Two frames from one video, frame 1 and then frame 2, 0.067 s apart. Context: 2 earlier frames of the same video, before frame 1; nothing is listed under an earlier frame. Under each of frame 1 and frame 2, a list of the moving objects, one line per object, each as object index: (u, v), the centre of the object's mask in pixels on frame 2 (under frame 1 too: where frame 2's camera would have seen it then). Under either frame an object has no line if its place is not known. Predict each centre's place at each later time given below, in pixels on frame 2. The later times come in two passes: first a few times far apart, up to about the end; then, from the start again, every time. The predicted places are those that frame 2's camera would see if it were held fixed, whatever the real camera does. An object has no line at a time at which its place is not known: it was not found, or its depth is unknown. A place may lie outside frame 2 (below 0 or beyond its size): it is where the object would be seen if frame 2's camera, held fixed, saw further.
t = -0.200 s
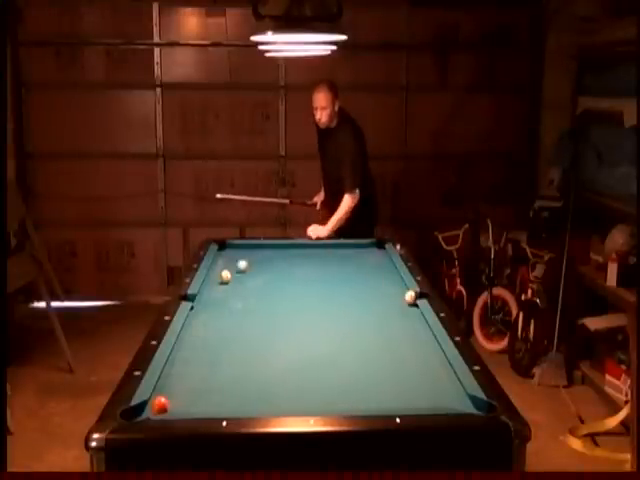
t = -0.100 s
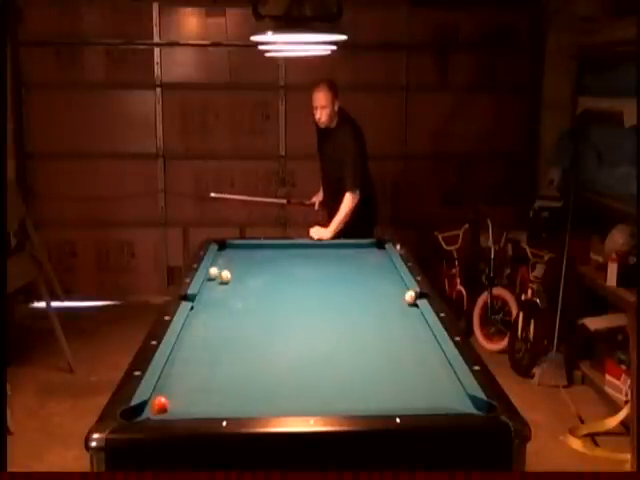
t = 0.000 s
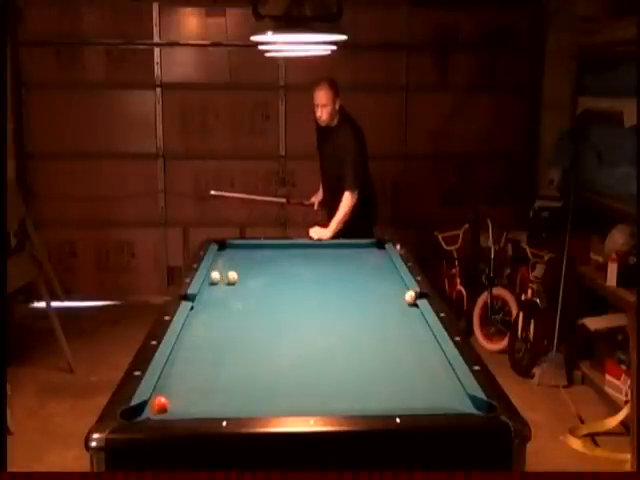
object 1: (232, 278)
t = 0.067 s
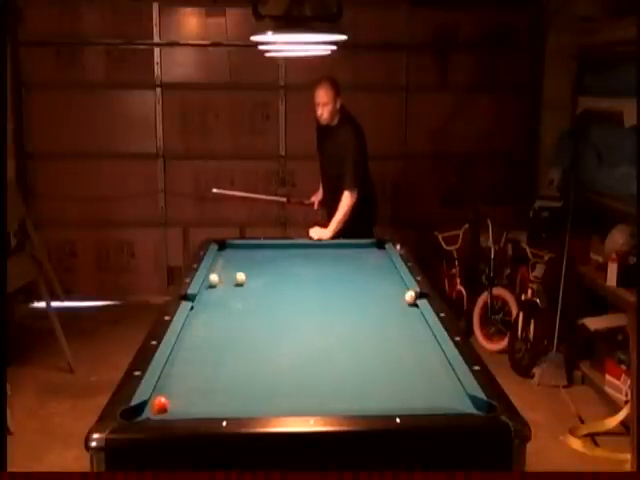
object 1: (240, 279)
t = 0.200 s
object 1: (255, 281)
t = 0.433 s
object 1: (281, 284)
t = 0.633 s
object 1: (304, 287)
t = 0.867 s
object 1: (330, 290)
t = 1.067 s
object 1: (353, 293)
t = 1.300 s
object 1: (378, 296)
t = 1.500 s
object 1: (399, 298)
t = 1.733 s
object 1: (406, 302)
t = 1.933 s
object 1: (411, 304)
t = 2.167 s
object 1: (410, 306)
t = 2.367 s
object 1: (409, 307)
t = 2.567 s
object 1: (408, 309)
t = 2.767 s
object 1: (407, 310)
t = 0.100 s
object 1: (244, 280)
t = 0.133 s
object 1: (248, 280)
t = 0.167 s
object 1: (251, 281)
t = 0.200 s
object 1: (255, 281)
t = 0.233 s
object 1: (259, 282)
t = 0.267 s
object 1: (262, 282)
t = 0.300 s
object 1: (266, 283)
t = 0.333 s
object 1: (270, 283)
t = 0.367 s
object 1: (274, 283)
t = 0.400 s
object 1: (277, 284)
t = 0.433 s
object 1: (281, 284)
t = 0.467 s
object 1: (285, 285)
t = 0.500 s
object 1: (289, 285)
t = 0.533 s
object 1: (293, 286)
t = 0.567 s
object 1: (297, 286)
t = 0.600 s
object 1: (300, 287)
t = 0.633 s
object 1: (304, 287)
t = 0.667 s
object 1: (308, 288)
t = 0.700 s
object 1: (312, 288)
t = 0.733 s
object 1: (315, 289)
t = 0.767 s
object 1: (319, 289)
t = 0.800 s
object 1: (323, 290)
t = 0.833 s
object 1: (326, 290)
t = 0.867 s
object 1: (330, 290)
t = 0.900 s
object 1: (334, 291)
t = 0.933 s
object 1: (338, 291)
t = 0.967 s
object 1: (341, 292)
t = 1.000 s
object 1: (345, 292)
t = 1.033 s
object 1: (349, 293)
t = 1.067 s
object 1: (353, 293)
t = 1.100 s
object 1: (356, 294)
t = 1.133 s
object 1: (360, 294)
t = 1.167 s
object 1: (364, 294)
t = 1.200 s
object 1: (367, 295)
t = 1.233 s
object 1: (371, 295)
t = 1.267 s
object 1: (375, 296)
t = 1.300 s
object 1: (378, 296)
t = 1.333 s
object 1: (382, 296)
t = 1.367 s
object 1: (386, 297)
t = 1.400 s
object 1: (389, 297)
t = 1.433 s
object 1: (393, 298)
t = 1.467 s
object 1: (397, 298)
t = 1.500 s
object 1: (399, 298)
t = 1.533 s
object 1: (401, 299)
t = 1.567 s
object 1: (402, 300)
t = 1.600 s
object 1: (402, 300)
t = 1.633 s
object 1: (403, 301)
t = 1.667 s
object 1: (404, 301)
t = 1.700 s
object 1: (405, 301)
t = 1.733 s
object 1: (406, 302)
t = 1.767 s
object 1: (407, 302)
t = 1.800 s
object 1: (408, 302)
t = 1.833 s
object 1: (409, 303)
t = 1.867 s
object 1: (410, 303)
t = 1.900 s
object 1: (411, 304)
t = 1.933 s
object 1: (411, 304)
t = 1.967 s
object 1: (411, 304)
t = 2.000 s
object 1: (410, 304)
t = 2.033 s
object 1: (410, 305)
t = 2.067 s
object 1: (410, 305)
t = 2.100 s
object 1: (410, 305)
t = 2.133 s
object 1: (410, 305)
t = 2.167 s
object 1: (410, 306)
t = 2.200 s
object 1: (410, 306)
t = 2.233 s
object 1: (410, 306)
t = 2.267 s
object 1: (409, 306)
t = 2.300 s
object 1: (409, 306)
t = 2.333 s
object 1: (409, 307)
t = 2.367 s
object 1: (409, 307)
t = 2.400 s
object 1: (409, 307)
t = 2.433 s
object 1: (409, 308)
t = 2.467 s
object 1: (409, 308)
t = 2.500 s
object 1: (408, 308)
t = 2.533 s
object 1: (408, 308)
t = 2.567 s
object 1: (408, 309)
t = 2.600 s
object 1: (408, 309)
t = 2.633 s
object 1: (408, 309)
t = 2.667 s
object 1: (407, 309)
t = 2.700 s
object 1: (407, 309)
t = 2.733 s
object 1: (407, 310)
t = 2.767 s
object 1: (407, 310)
